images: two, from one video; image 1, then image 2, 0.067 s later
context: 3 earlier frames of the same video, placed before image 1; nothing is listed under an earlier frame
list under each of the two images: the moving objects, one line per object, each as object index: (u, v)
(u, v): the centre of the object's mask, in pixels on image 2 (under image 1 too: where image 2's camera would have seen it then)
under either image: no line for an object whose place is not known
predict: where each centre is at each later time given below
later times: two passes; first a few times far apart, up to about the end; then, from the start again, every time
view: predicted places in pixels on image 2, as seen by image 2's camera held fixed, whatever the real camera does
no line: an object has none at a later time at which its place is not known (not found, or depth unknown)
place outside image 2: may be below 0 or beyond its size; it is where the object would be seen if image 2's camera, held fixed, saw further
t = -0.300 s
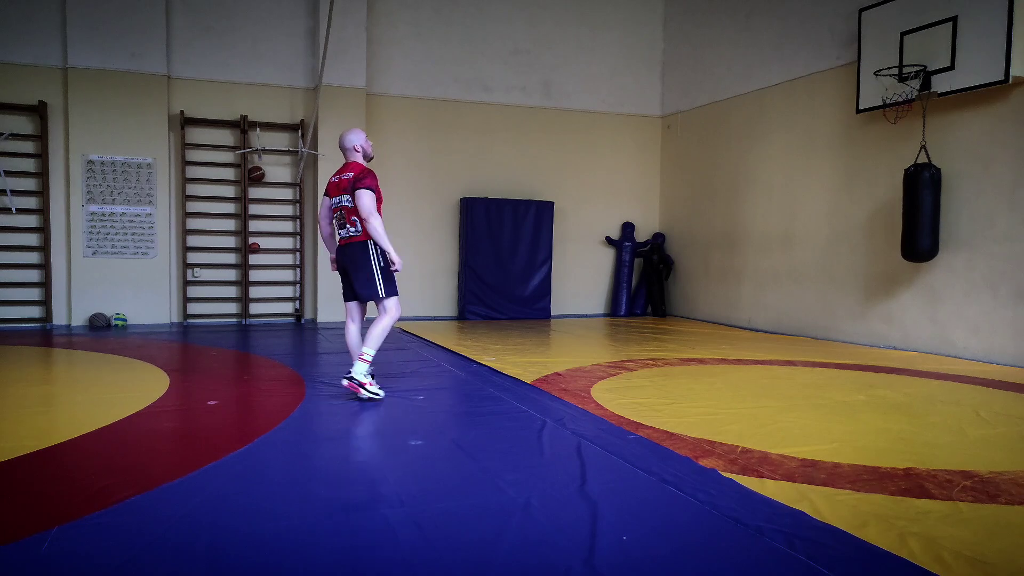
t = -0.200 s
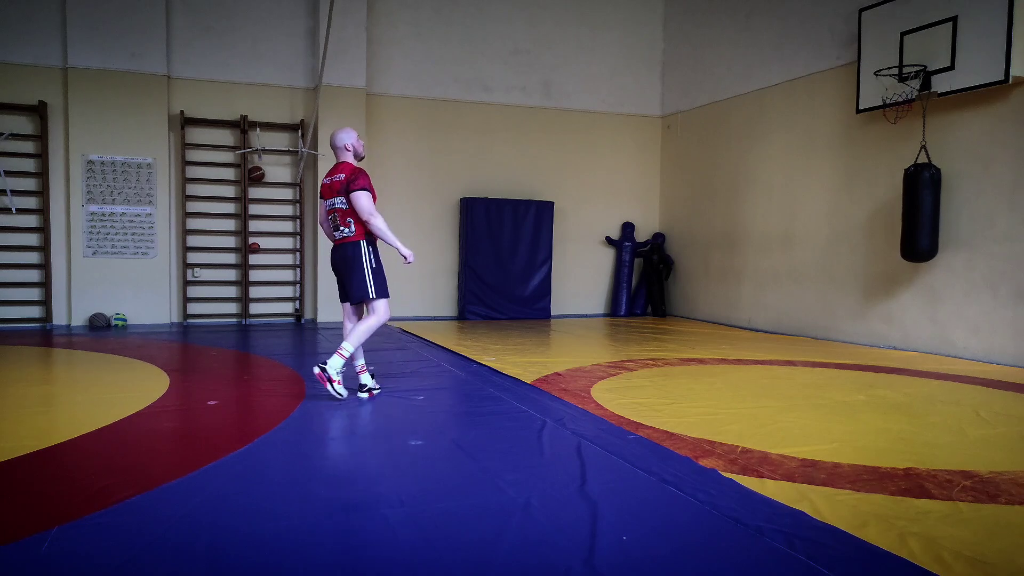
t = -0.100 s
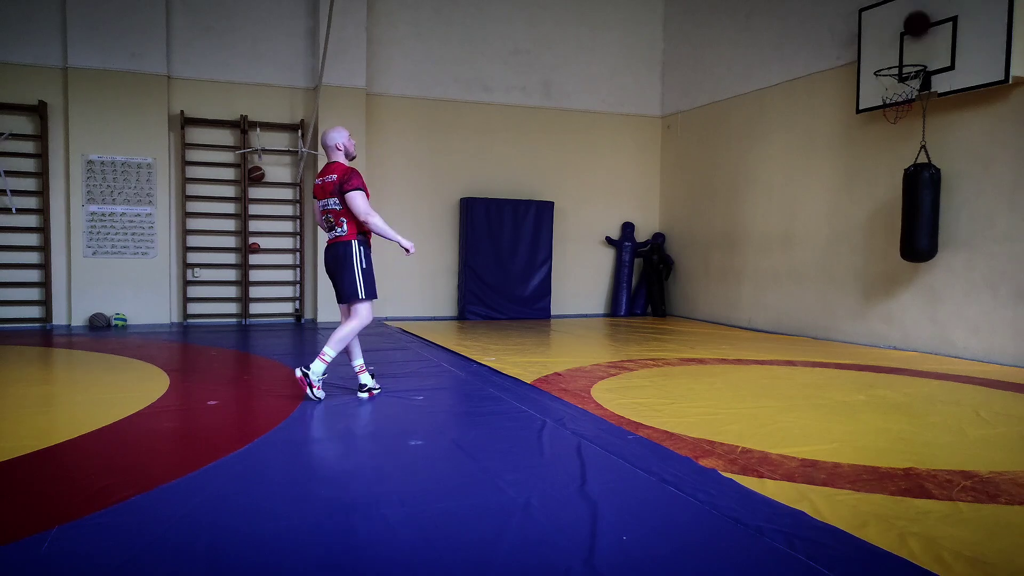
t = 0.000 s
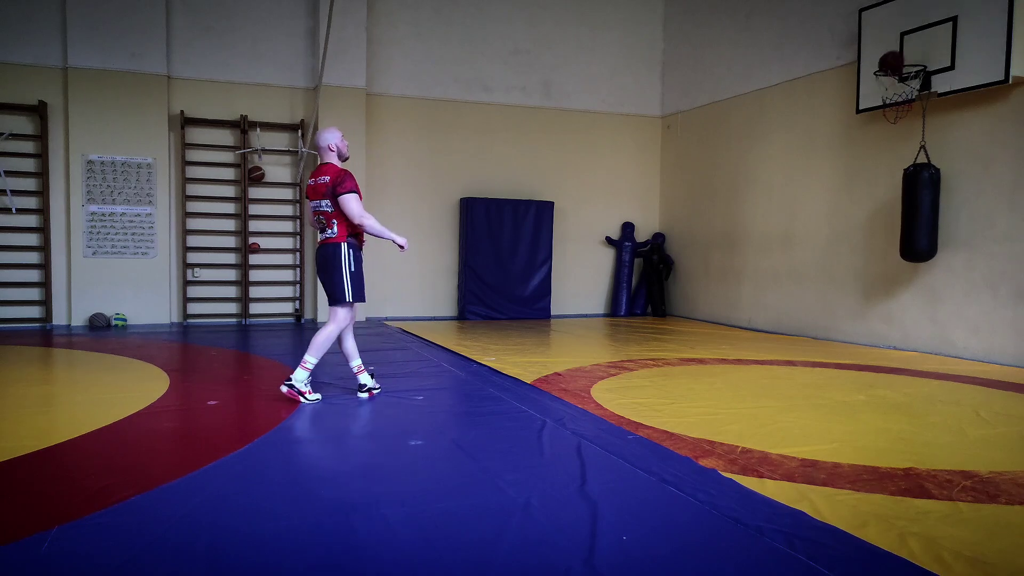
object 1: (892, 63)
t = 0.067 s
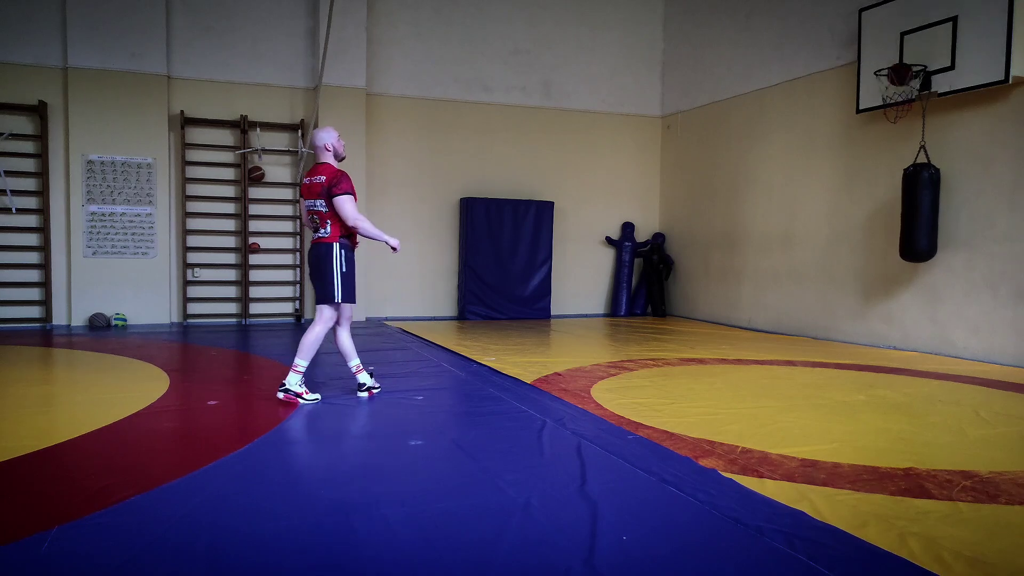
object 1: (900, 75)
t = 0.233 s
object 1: (916, 81)
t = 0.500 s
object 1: (895, 99)
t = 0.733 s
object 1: (882, 140)
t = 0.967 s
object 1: (870, 223)
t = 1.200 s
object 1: (857, 342)
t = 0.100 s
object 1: (911, 78)
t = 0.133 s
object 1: (918, 80)
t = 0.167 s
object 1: (919, 80)
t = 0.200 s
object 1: (917, 81)
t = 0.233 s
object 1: (916, 81)
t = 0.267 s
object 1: (915, 82)
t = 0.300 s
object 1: (912, 83)
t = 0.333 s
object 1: (910, 84)
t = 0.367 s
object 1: (907, 86)
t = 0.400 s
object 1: (904, 89)
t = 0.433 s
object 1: (900, 92)
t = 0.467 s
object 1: (897, 95)
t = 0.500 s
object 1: (895, 99)
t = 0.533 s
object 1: (892, 103)
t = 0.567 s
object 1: (890, 107)
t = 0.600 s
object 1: (887, 113)
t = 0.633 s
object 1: (886, 118)
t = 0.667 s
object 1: (885, 124)
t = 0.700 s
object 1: (883, 131)
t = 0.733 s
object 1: (882, 140)
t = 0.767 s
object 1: (880, 149)
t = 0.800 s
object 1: (878, 159)
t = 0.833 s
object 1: (877, 170)
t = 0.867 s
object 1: (875, 182)
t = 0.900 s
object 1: (874, 195)
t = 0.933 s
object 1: (872, 208)
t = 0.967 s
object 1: (870, 223)
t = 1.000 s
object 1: (868, 238)
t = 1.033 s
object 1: (866, 255)
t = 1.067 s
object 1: (865, 272)
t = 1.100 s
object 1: (863, 289)
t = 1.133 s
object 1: (861, 308)
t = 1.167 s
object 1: (859, 327)
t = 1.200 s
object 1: (857, 342)
